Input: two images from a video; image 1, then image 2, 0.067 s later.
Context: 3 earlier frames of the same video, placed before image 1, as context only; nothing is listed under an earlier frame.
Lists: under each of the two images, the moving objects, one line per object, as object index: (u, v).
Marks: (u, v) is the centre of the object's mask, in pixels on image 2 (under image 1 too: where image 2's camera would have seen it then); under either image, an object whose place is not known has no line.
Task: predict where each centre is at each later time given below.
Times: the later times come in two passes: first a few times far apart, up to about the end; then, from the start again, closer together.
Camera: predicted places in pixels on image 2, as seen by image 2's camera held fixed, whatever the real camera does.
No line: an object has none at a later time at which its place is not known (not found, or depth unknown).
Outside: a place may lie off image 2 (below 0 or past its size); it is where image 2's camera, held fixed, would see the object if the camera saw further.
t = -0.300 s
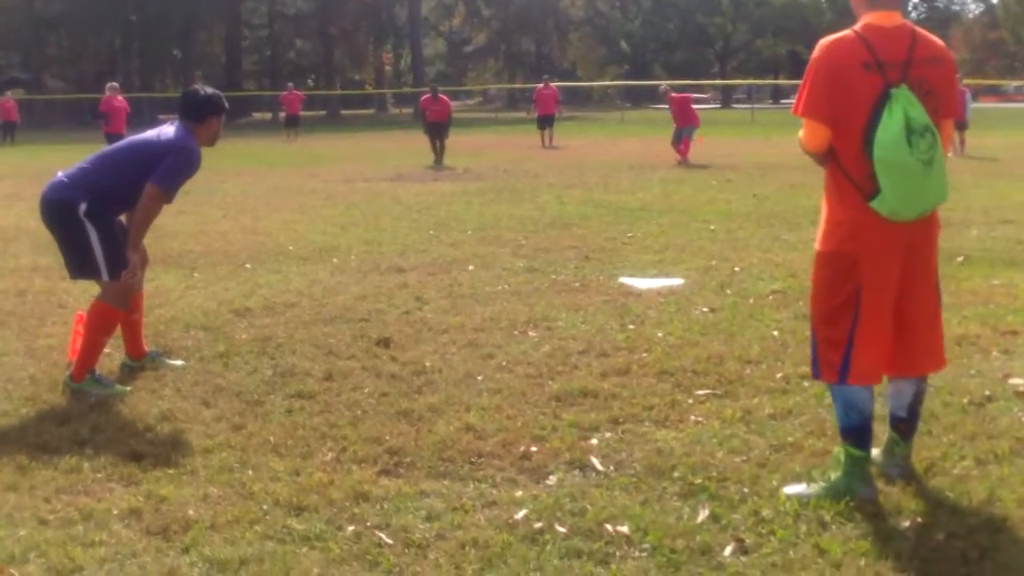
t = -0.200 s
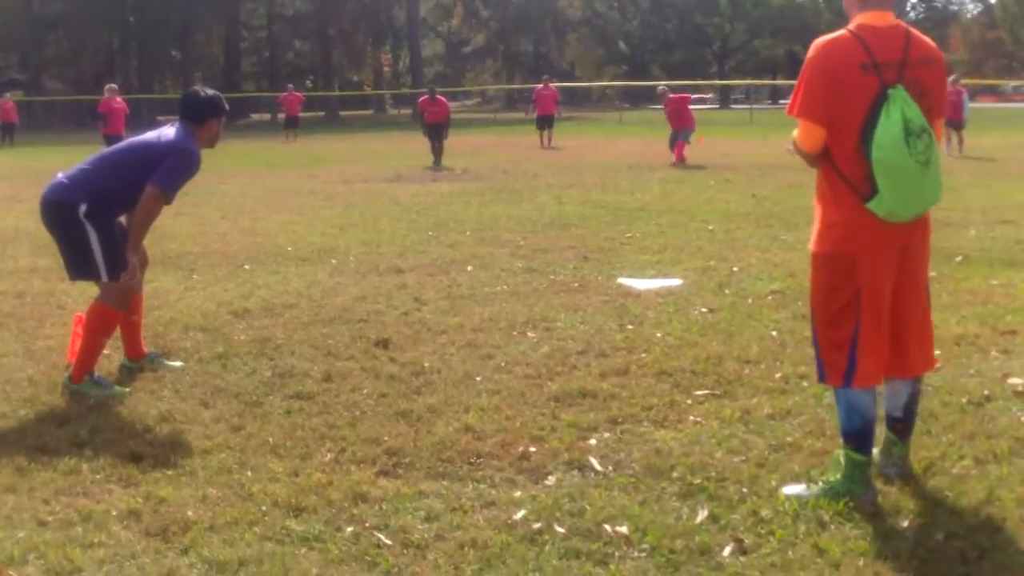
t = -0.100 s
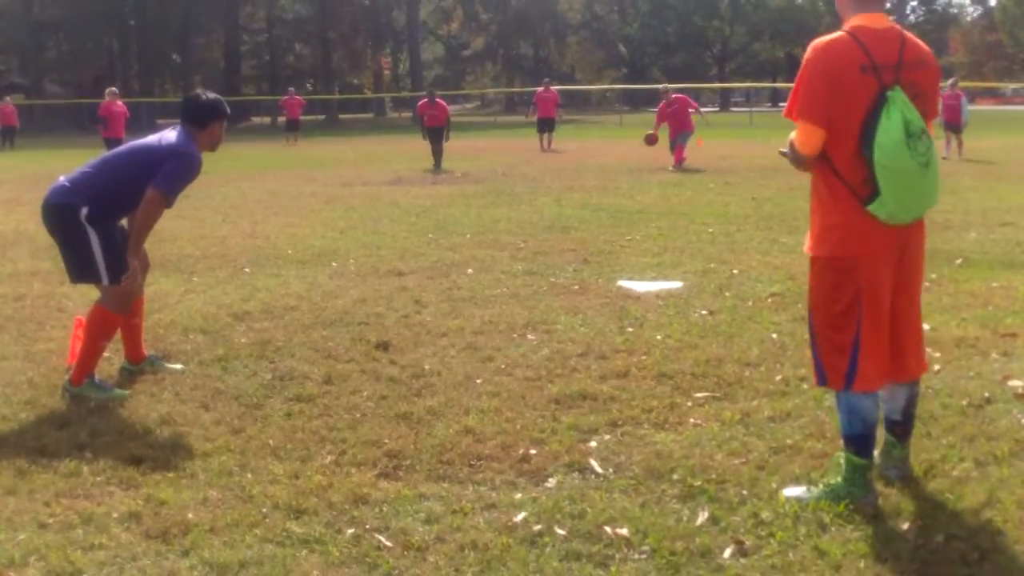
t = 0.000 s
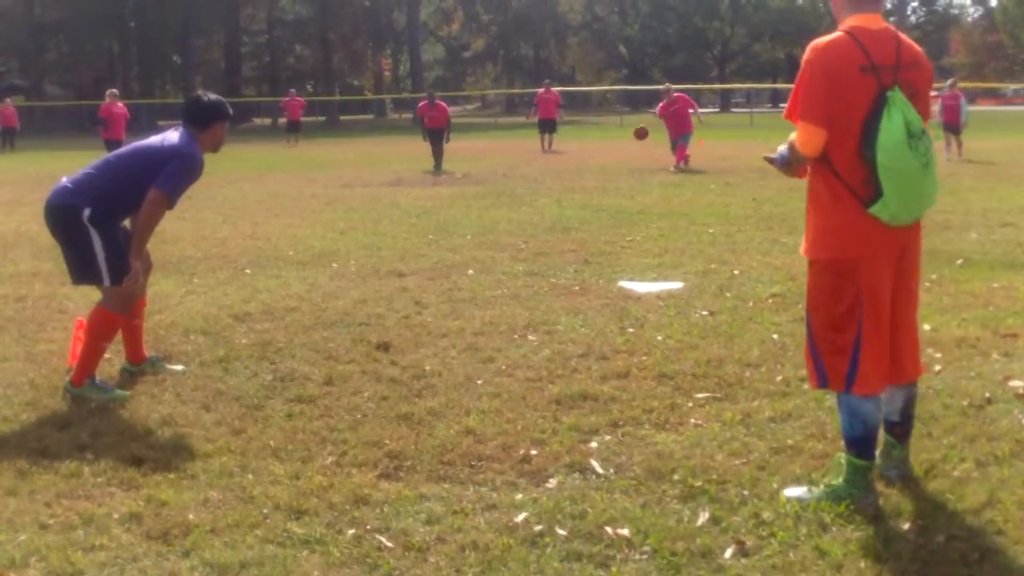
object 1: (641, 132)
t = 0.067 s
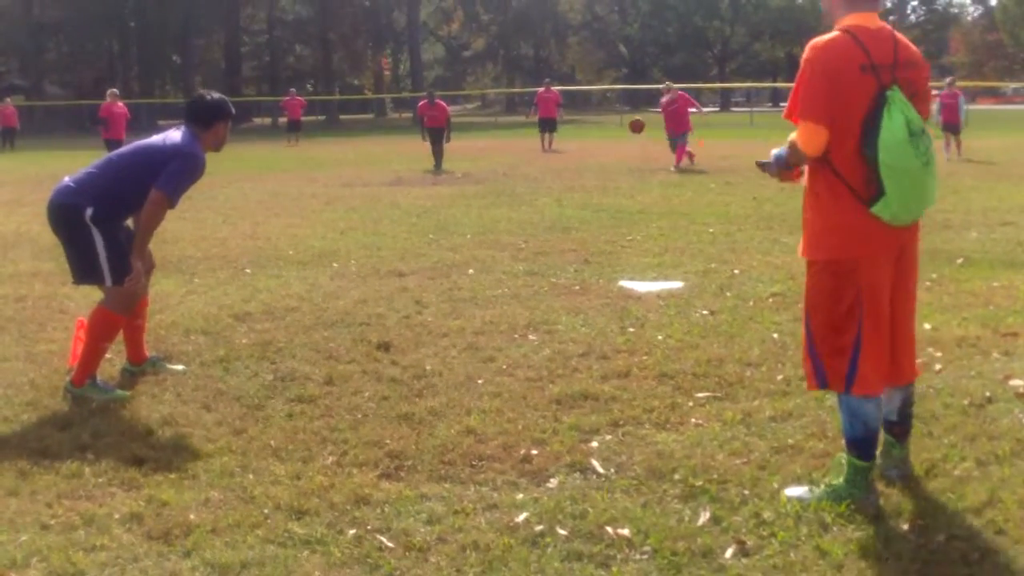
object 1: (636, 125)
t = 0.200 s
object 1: (625, 124)
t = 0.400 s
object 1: (604, 154)
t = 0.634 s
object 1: (586, 172)
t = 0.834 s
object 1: (587, 143)
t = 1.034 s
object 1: (588, 158)
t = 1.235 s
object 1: (591, 230)
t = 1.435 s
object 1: (593, 212)
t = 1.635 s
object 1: (592, 223)
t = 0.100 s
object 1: (634, 123)
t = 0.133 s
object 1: (631, 123)
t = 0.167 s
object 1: (628, 123)
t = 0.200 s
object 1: (625, 124)
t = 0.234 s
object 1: (622, 126)
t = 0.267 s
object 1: (619, 130)
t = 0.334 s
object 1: (612, 139)
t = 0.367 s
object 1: (608, 146)
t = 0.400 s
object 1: (604, 154)
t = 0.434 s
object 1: (599, 164)
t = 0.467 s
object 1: (594, 174)
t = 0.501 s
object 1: (590, 186)
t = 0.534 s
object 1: (586, 194)
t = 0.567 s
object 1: (586, 188)
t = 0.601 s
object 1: (586, 180)
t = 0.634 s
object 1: (586, 172)
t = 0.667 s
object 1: (586, 164)
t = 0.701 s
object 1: (586, 159)
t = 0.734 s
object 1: (586, 153)
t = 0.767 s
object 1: (587, 149)
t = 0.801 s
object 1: (587, 146)
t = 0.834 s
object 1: (587, 143)
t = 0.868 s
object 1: (587, 142)
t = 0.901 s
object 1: (588, 143)
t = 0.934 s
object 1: (587, 144)
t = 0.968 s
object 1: (588, 147)
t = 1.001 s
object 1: (588, 152)
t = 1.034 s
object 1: (588, 158)
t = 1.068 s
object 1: (589, 165)
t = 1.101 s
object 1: (589, 175)
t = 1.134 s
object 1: (589, 185)
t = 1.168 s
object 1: (590, 198)
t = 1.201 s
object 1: (591, 213)
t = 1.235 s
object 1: (591, 230)
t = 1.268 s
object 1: (592, 242)
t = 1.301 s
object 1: (592, 235)
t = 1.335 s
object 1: (592, 227)
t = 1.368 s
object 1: (592, 221)
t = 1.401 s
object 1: (592, 215)
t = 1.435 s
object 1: (593, 212)
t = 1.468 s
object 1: (592, 208)
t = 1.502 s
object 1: (592, 207)
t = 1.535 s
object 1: (592, 208)
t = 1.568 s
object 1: (592, 211)
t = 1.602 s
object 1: (591, 215)
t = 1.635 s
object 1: (592, 223)
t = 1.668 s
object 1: (592, 232)
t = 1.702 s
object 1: (592, 244)
